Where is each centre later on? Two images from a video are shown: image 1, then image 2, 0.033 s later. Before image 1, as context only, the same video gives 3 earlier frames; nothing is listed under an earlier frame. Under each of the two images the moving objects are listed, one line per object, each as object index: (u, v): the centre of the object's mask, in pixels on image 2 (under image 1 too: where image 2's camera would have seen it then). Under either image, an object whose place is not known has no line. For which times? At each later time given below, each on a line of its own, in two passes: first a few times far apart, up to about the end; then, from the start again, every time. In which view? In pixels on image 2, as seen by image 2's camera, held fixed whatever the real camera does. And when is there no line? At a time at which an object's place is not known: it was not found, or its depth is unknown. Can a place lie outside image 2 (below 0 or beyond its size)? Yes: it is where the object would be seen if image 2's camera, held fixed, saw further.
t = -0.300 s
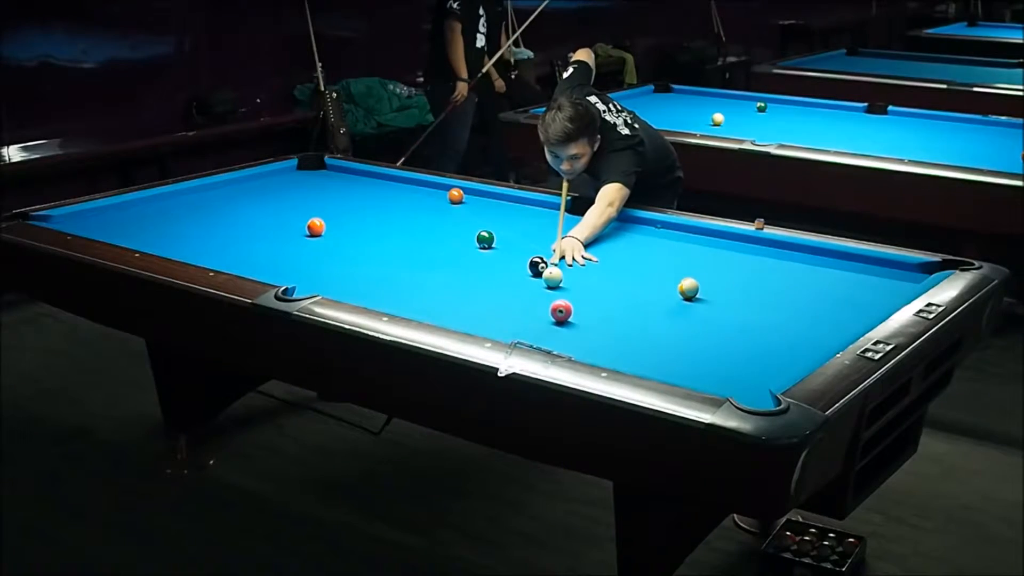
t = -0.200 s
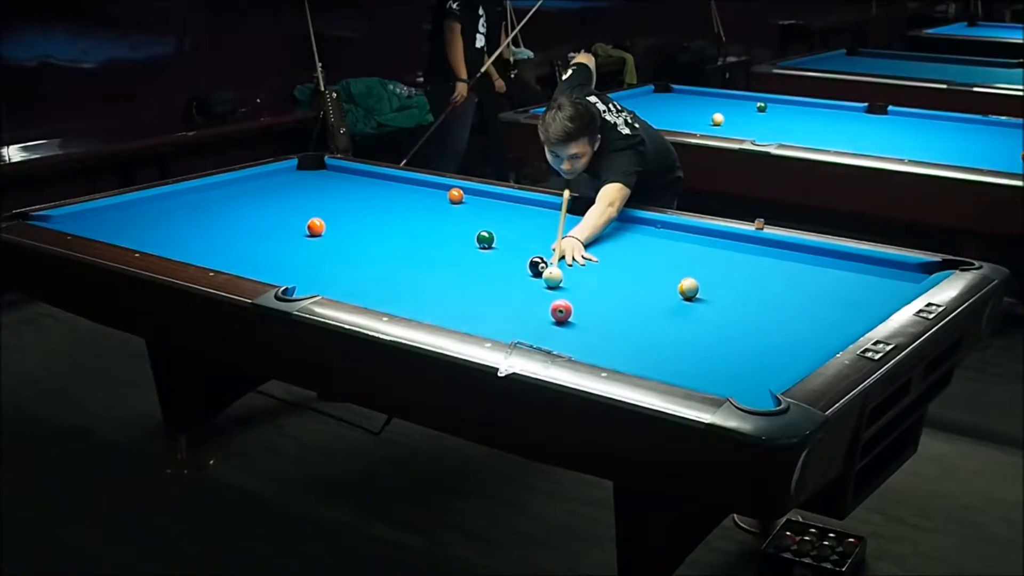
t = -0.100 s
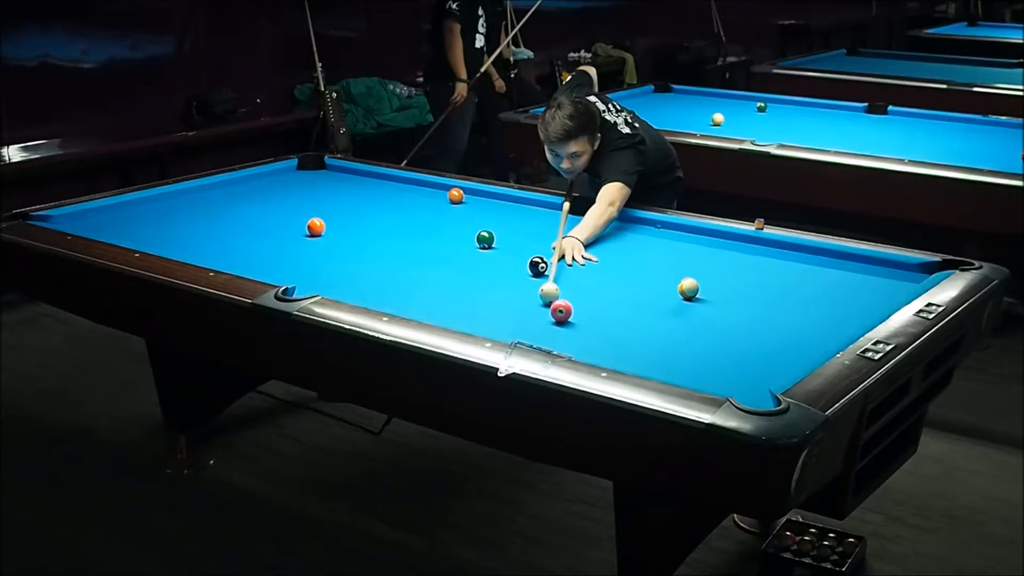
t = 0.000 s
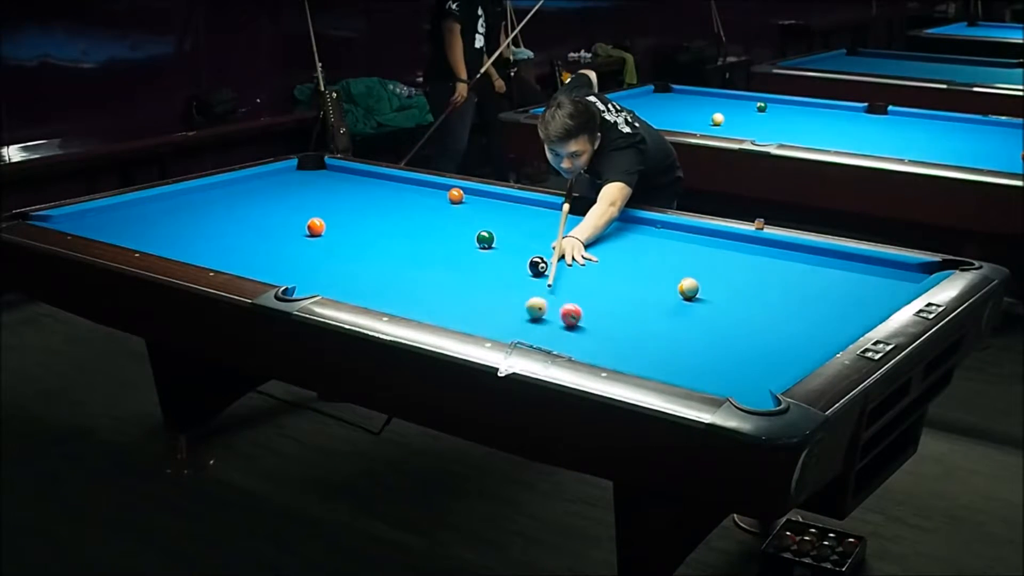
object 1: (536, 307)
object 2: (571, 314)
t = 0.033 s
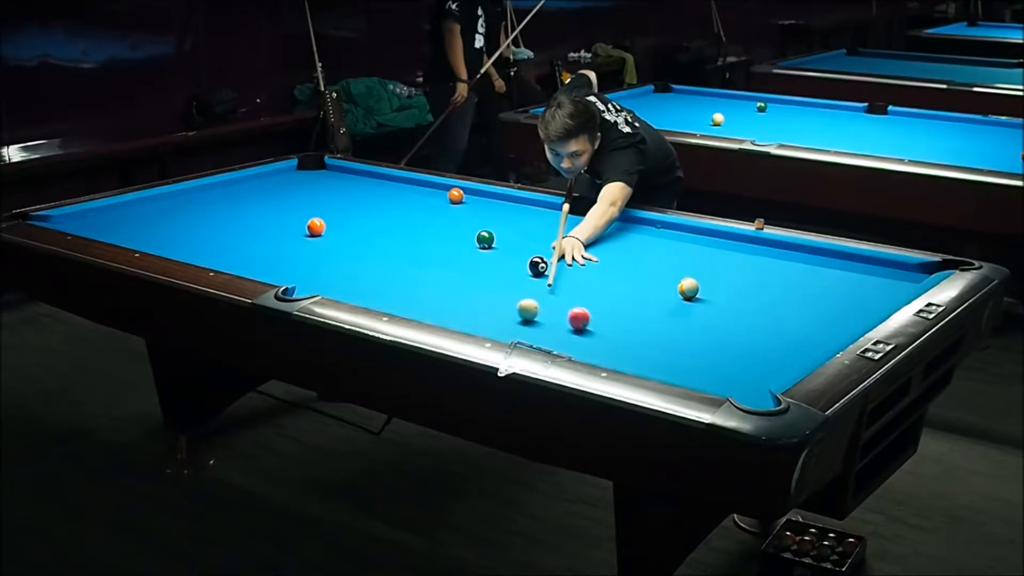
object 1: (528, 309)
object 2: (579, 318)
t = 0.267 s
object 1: (478, 319)
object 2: (628, 340)
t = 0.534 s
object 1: (457, 314)
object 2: (688, 367)
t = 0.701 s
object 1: (457, 307)
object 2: (728, 383)
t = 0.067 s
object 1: (520, 311)
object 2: (586, 322)
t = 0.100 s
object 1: (512, 313)
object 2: (594, 325)
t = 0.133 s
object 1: (506, 314)
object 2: (600, 328)
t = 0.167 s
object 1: (499, 315)
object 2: (607, 331)
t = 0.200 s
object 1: (492, 317)
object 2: (614, 334)
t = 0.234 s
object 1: (485, 318)
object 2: (621, 337)
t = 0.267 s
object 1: (478, 319)
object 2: (628, 340)
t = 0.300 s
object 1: (472, 319)
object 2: (636, 343)
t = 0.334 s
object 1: (465, 319)
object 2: (643, 347)
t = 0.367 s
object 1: (459, 319)
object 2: (650, 350)
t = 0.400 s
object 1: (458, 318)
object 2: (658, 353)
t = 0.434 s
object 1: (458, 317)
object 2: (665, 356)
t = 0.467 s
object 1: (457, 316)
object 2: (673, 360)
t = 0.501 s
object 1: (457, 315)
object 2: (680, 363)
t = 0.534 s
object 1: (457, 314)
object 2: (688, 367)
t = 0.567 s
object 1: (457, 313)
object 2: (696, 370)
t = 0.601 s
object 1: (457, 311)
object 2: (704, 373)
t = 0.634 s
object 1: (457, 310)
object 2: (712, 376)
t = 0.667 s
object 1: (457, 308)
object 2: (720, 379)
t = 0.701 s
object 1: (457, 307)
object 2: (728, 383)
